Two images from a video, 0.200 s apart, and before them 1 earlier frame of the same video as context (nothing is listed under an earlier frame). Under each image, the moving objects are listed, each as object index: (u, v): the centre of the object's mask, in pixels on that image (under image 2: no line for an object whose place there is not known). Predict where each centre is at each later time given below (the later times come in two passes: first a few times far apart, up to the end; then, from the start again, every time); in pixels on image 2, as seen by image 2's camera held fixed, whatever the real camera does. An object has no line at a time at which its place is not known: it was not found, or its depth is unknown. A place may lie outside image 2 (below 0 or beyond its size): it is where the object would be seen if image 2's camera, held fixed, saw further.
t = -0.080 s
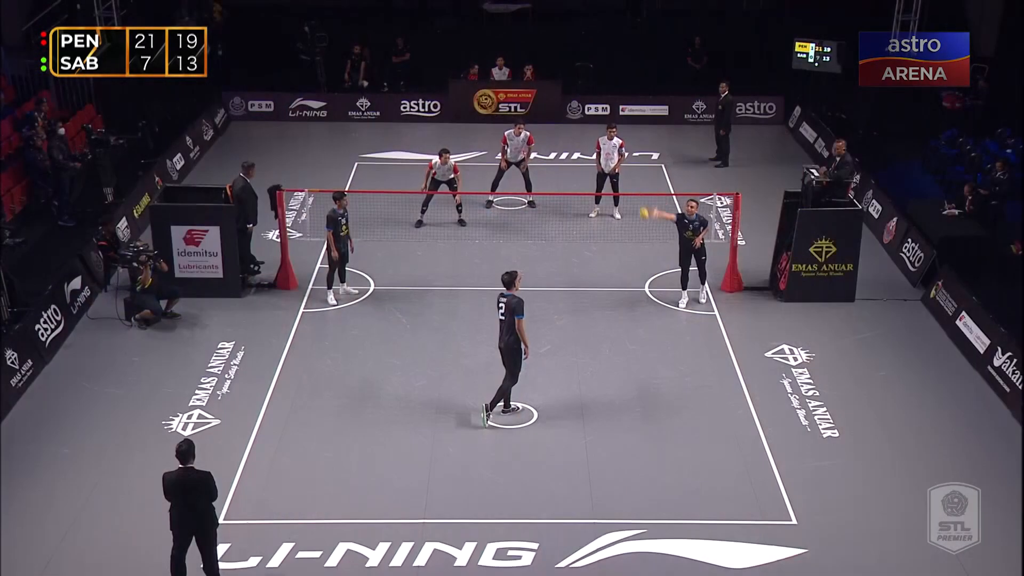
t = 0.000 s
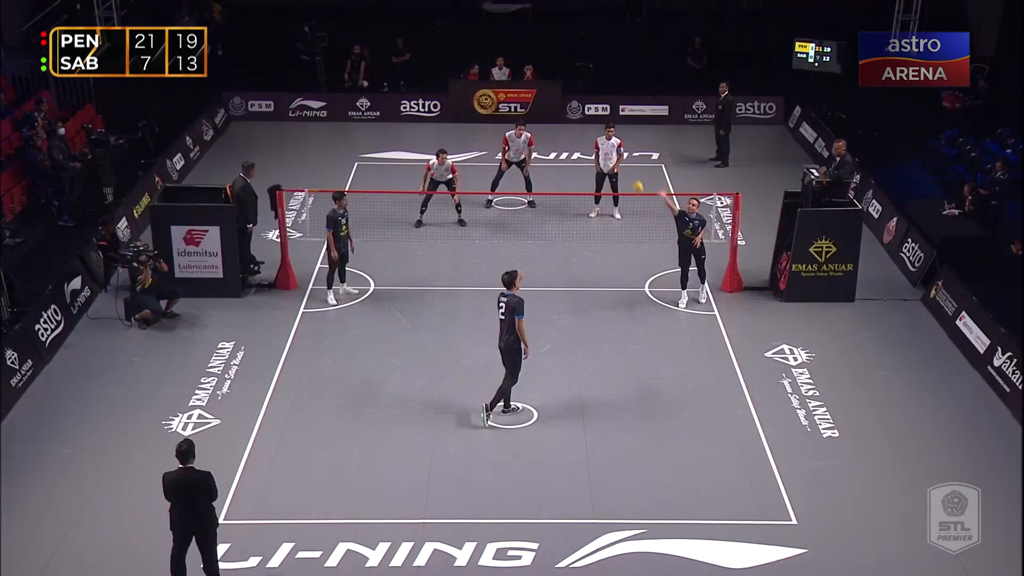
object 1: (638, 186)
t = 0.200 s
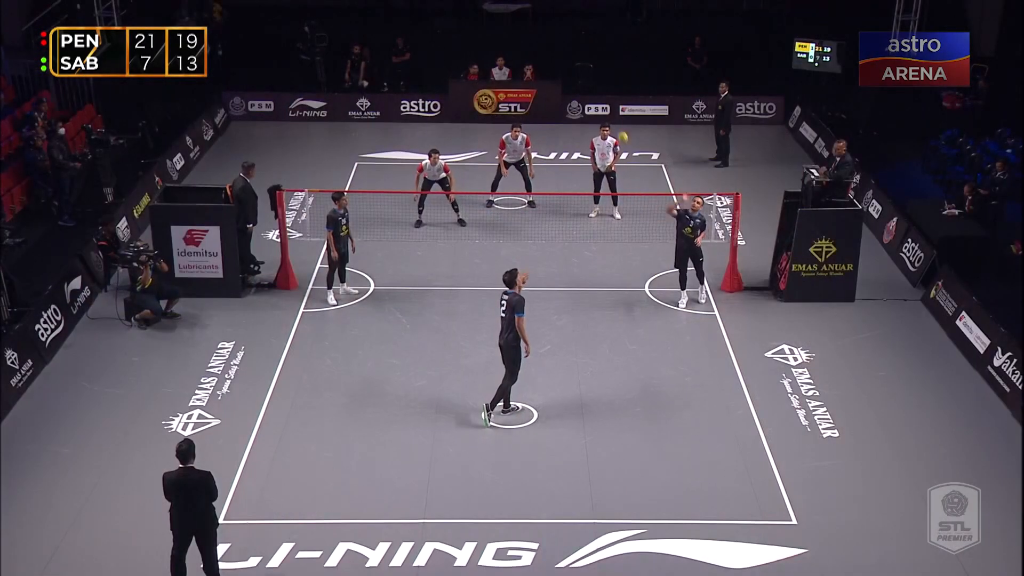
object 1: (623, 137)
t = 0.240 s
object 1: (619, 129)
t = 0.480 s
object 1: (597, 114)
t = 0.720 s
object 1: (573, 139)
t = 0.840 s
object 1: (561, 170)
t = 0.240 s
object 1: (619, 129)
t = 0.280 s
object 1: (616, 124)
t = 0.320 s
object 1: (612, 119)
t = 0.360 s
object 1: (609, 116)
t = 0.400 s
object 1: (605, 114)
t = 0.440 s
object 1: (601, 113)
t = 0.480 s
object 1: (597, 114)
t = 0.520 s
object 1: (593, 115)
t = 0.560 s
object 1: (589, 117)
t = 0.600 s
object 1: (585, 120)
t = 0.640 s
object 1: (582, 126)
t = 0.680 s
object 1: (577, 132)
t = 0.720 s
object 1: (573, 139)
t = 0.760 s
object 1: (569, 148)
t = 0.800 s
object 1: (565, 158)
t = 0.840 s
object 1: (561, 170)
